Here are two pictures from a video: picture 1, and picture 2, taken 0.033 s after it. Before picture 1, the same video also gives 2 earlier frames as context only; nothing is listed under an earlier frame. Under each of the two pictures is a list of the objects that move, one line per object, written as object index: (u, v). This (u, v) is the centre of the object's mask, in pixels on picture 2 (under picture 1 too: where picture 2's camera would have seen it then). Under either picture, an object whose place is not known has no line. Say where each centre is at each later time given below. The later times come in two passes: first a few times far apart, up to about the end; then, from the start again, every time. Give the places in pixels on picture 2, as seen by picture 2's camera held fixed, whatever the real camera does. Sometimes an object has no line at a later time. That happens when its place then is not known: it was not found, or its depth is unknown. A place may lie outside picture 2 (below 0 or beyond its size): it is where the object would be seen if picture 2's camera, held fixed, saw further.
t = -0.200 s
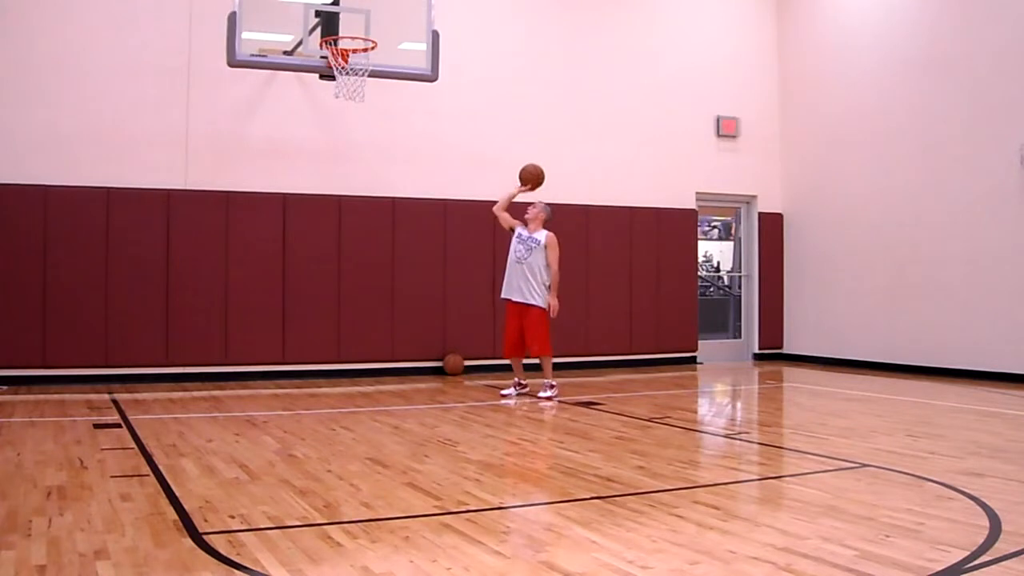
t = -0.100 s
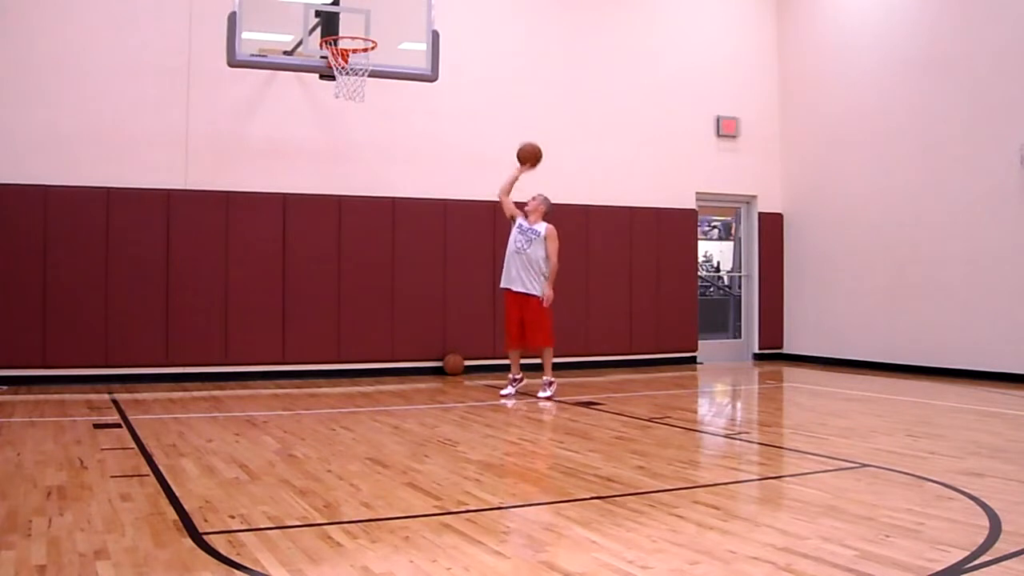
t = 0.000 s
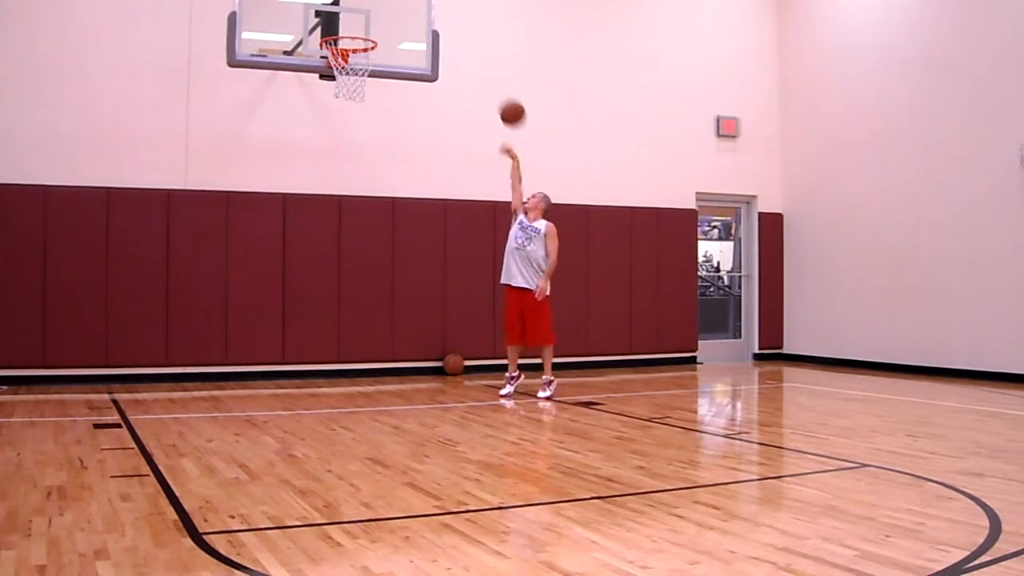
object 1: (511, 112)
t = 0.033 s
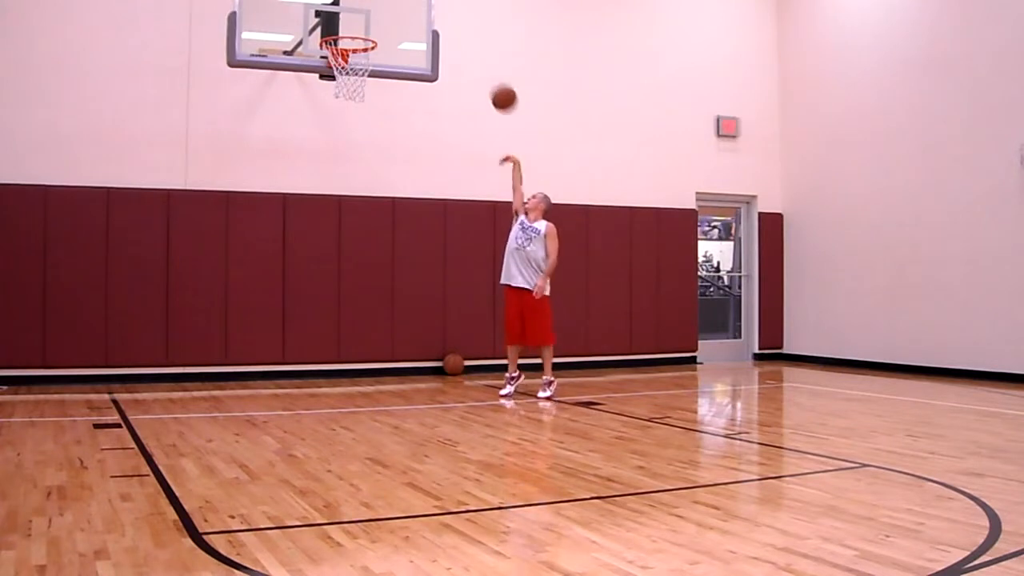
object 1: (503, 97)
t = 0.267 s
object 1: (444, 25)
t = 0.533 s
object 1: (375, 12)
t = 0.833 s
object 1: (363, 59)
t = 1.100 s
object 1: (348, 125)
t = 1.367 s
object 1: (330, 256)
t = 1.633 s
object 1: (310, 341)
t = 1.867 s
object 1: (287, 246)
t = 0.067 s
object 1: (495, 84)
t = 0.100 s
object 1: (486, 71)
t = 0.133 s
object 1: (478, 59)
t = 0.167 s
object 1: (469, 49)
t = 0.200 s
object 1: (461, 40)
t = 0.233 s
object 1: (453, 32)
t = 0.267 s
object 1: (444, 25)
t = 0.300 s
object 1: (435, 19)
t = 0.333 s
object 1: (427, 14)
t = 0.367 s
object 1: (419, 12)
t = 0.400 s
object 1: (410, 10)
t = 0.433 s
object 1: (401, 10)
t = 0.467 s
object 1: (393, 10)
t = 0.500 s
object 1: (384, 10)
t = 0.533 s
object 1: (375, 12)
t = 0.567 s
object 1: (366, 15)
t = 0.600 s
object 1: (357, 20)
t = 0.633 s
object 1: (347, 25)
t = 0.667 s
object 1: (338, 29)
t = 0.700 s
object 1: (337, 31)
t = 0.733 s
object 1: (352, 38)
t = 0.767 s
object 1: (358, 48)
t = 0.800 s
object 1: (364, 53)
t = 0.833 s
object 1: (363, 59)
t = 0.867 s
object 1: (362, 66)
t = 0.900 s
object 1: (361, 75)
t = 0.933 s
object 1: (359, 81)
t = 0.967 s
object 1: (357, 87)
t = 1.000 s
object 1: (355, 95)
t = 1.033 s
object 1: (352, 106)
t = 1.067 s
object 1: (350, 114)
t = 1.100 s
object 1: (348, 125)
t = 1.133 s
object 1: (345, 137)
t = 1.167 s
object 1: (343, 150)
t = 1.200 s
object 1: (341, 165)
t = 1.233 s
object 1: (338, 180)
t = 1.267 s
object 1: (335, 196)
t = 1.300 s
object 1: (334, 216)
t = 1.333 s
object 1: (332, 234)
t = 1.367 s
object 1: (330, 256)
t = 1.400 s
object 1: (327, 278)
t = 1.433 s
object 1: (326, 298)
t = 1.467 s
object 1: (323, 322)
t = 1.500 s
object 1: (321, 349)
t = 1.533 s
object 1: (319, 376)
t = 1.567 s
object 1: (317, 381)
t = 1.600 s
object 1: (314, 360)
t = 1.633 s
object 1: (310, 341)
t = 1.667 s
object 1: (307, 321)
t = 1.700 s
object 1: (303, 307)
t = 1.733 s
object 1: (300, 292)
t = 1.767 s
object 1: (297, 278)
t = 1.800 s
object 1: (293, 267)
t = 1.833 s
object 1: (290, 256)
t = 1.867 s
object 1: (287, 246)
